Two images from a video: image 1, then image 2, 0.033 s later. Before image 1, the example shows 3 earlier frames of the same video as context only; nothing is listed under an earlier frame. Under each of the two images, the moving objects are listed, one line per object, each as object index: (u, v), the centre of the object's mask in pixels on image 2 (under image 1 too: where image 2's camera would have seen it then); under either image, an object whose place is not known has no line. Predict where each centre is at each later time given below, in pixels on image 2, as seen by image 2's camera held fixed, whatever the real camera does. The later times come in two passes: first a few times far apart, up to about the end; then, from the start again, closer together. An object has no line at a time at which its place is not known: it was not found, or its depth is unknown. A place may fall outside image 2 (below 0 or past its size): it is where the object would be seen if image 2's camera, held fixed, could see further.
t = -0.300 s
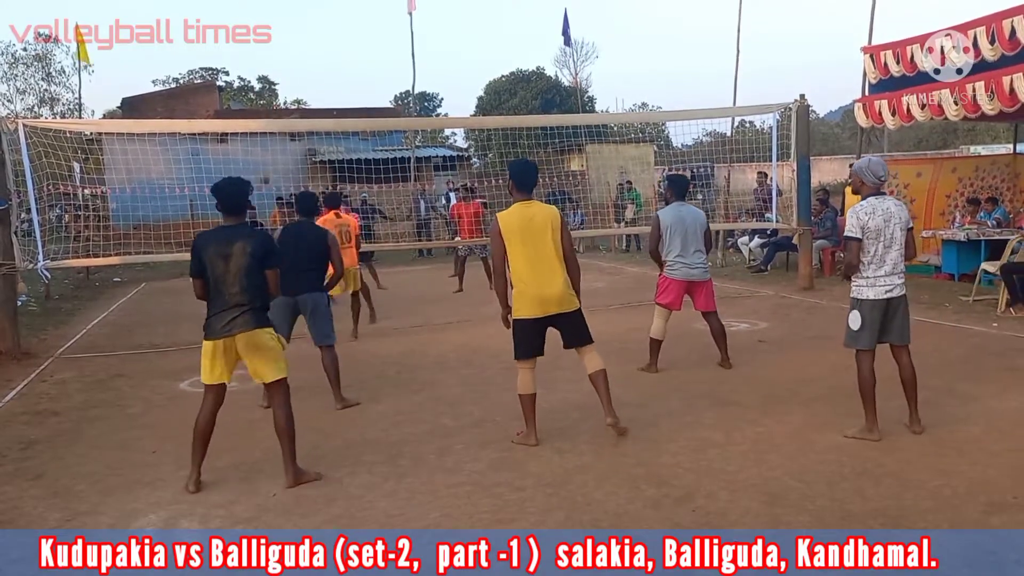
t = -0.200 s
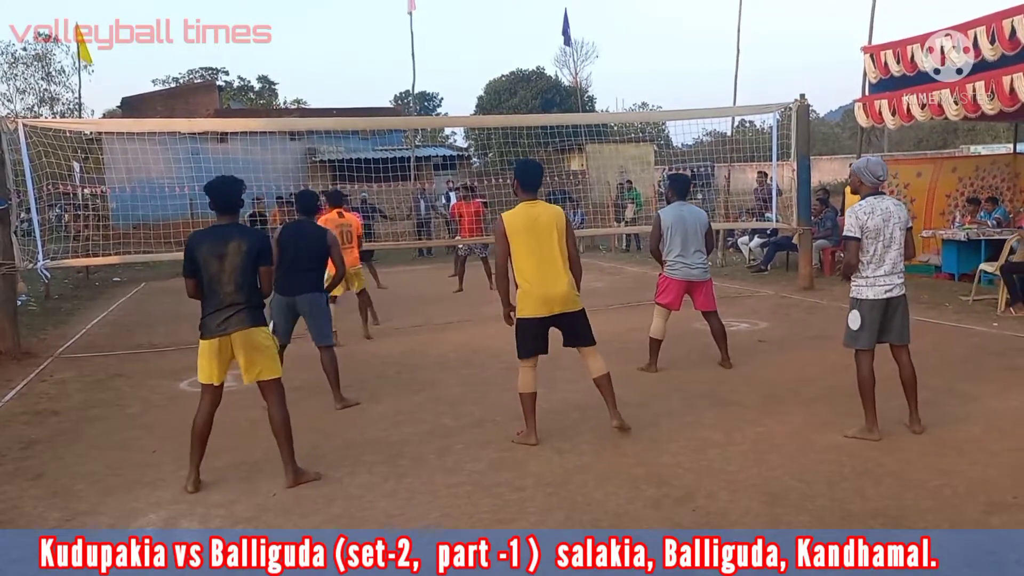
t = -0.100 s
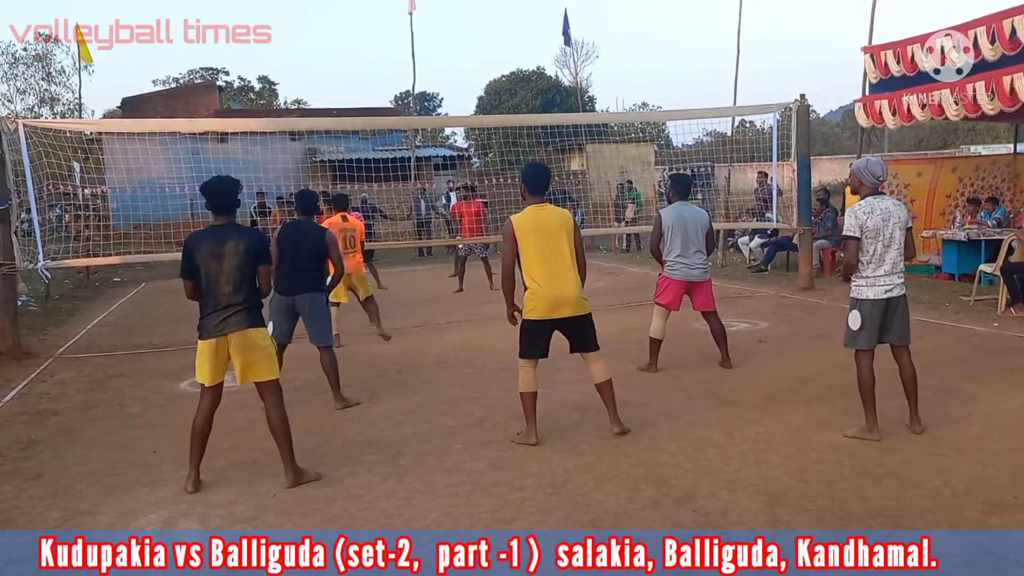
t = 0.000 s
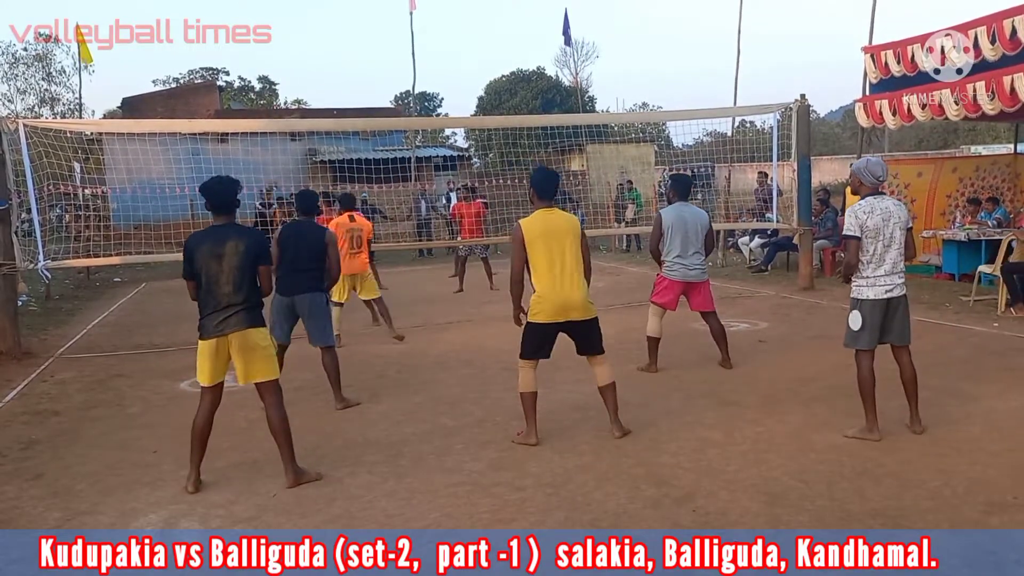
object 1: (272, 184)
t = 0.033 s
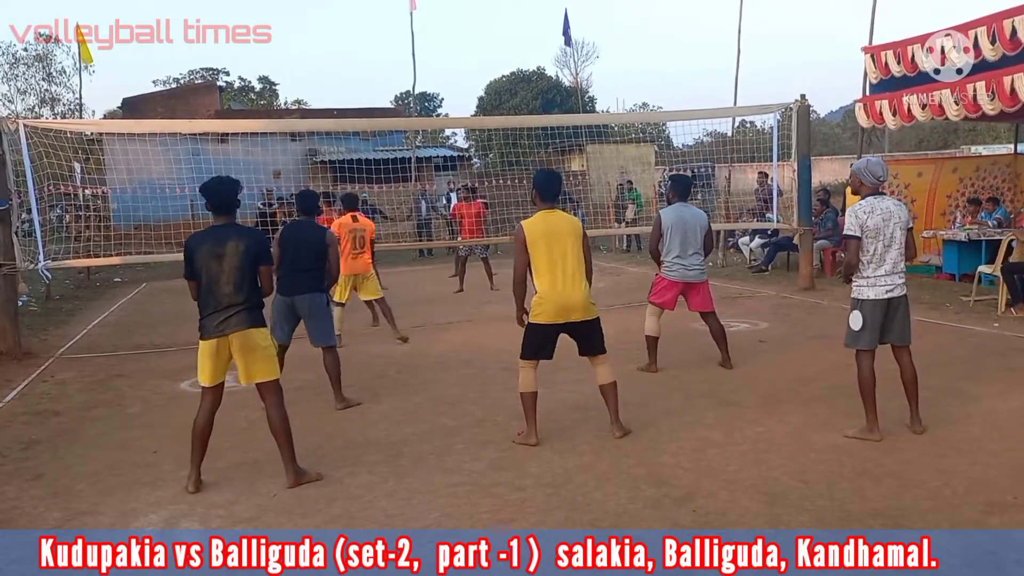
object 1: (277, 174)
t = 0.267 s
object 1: (300, 96)
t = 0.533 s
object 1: (341, 35)
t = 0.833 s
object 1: (408, 26)
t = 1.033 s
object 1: (473, 79)
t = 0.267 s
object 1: (300, 96)
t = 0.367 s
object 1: (314, 69)
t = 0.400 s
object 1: (319, 61)
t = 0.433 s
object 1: (324, 54)
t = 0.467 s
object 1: (329, 47)
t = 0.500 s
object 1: (335, 41)
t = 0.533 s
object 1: (341, 35)
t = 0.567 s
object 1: (347, 31)
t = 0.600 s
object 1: (353, 27)
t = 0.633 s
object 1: (360, 23)
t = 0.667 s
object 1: (367, 21)
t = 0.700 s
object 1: (374, 20)
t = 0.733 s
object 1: (382, 20)
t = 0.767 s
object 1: (391, 21)
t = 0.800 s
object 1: (399, 23)
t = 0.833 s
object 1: (408, 26)
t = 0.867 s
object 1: (418, 31)
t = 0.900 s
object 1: (427, 38)
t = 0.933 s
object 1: (438, 45)
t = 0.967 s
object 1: (449, 55)
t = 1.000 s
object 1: (461, 66)
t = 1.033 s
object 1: (473, 79)
